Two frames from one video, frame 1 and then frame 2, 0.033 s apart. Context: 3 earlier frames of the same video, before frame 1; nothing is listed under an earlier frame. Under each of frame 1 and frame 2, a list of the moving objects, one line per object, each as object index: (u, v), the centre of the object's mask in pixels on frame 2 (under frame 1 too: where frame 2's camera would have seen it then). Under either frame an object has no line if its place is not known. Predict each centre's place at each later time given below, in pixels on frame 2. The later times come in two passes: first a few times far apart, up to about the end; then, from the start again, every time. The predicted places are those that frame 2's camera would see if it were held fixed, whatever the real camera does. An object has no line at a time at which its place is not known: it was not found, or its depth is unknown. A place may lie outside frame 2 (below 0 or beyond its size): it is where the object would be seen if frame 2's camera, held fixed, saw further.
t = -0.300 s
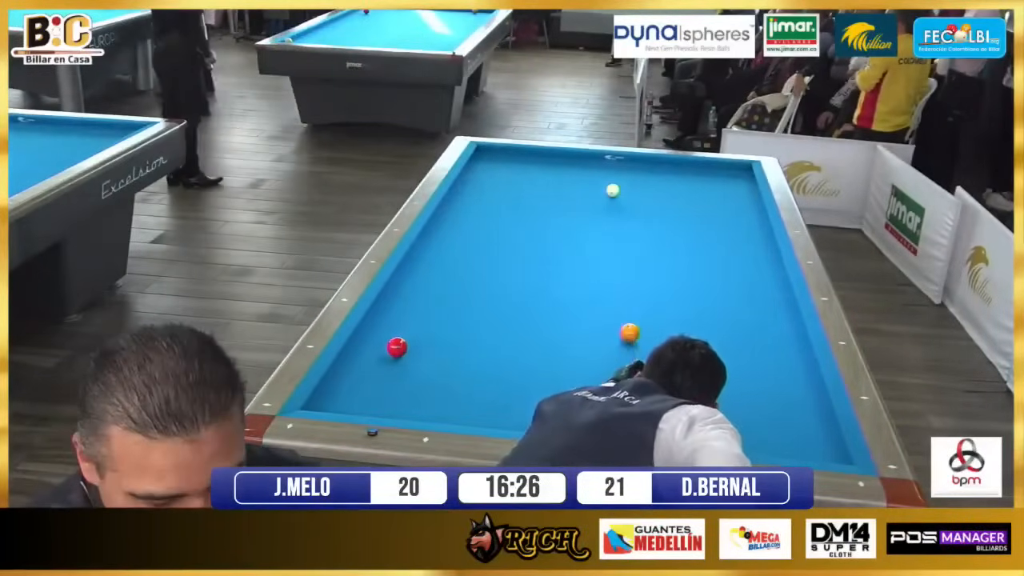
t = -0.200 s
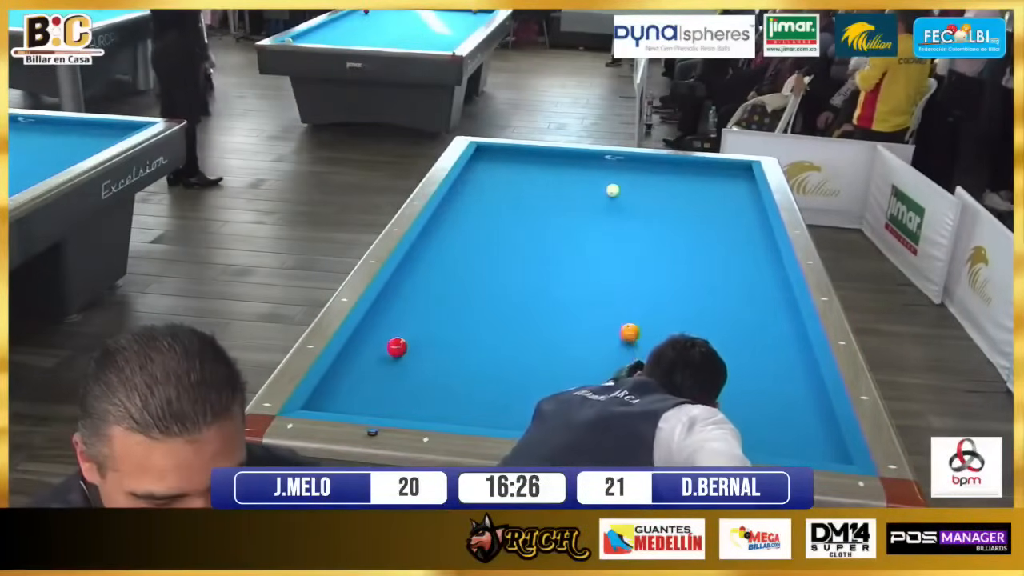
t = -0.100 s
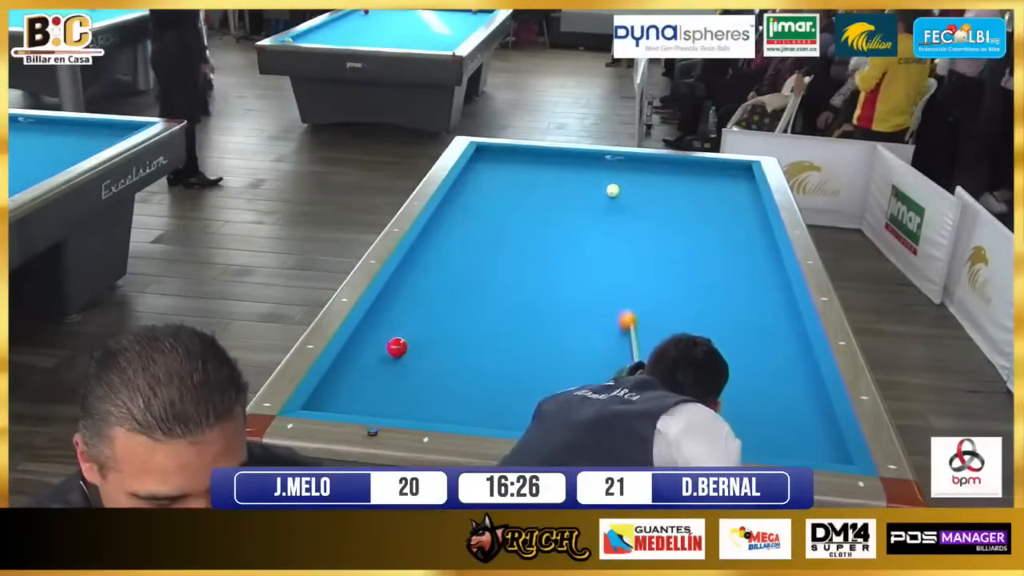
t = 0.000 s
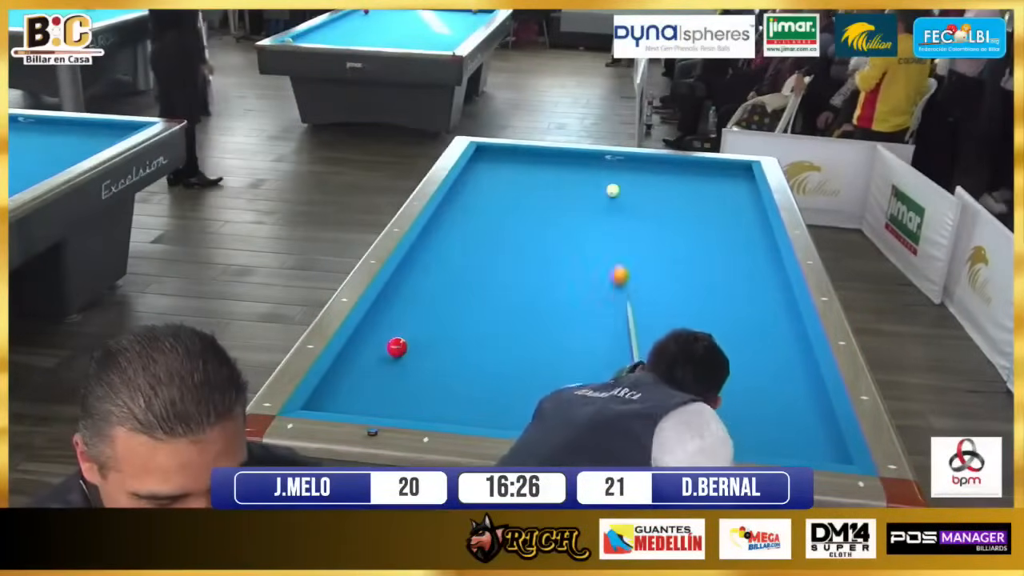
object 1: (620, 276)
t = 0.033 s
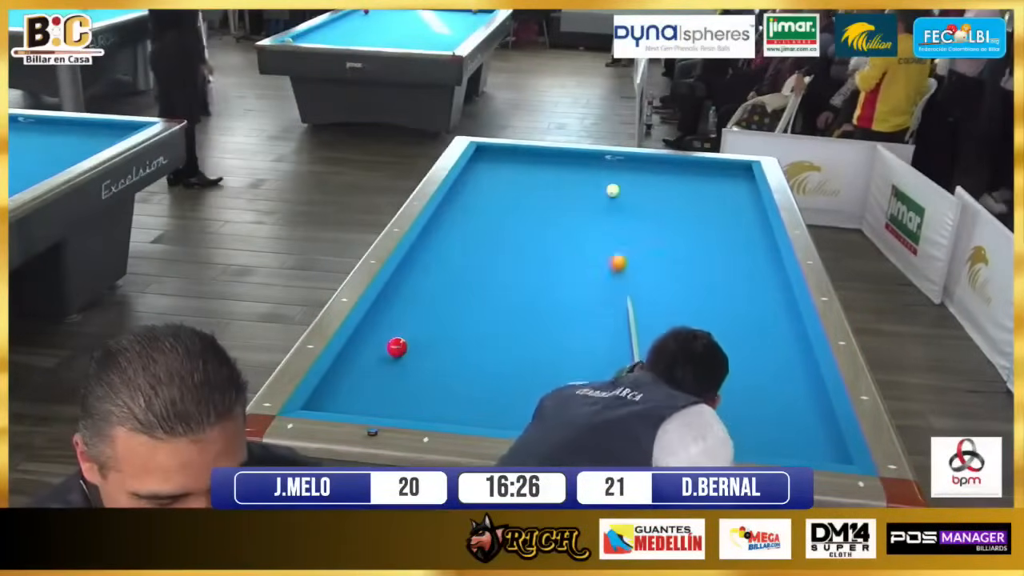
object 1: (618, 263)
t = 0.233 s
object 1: (608, 201)
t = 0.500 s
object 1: (543, 178)
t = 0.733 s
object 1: (494, 158)
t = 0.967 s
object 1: (506, 155)
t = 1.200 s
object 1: (544, 169)
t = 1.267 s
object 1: (554, 173)
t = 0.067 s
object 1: (616, 251)
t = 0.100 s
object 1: (614, 240)
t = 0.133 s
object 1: (612, 229)
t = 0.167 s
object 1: (611, 219)
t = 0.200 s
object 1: (610, 211)
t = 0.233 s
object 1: (608, 201)
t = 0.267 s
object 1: (606, 194)
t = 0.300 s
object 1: (597, 192)
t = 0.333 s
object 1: (587, 189)
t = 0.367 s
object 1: (577, 188)
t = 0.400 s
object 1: (569, 185)
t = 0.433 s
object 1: (560, 183)
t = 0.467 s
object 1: (551, 180)
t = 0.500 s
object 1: (543, 178)
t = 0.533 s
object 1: (536, 175)
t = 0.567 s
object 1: (528, 173)
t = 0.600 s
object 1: (521, 170)
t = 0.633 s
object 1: (514, 167)
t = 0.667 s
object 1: (506, 163)
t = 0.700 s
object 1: (501, 161)
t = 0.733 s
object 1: (494, 158)
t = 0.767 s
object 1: (489, 156)
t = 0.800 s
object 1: (483, 152)
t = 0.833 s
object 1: (481, 150)
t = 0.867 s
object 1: (487, 148)
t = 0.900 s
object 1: (494, 149)
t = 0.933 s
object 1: (500, 152)
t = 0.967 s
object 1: (506, 155)
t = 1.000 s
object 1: (512, 157)
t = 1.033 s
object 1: (518, 159)
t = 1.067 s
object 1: (523, 161)
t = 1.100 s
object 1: (529, 163)
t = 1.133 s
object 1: (534, 165)
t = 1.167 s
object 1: (539, 167)
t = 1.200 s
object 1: (544, 169)
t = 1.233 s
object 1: (549, 171)
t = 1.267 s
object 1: (554, 173)
